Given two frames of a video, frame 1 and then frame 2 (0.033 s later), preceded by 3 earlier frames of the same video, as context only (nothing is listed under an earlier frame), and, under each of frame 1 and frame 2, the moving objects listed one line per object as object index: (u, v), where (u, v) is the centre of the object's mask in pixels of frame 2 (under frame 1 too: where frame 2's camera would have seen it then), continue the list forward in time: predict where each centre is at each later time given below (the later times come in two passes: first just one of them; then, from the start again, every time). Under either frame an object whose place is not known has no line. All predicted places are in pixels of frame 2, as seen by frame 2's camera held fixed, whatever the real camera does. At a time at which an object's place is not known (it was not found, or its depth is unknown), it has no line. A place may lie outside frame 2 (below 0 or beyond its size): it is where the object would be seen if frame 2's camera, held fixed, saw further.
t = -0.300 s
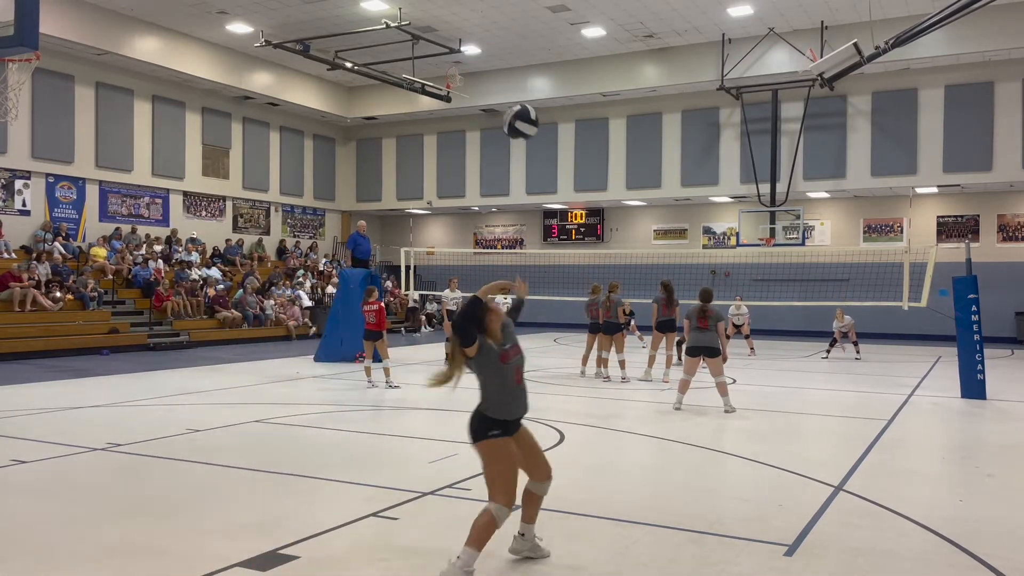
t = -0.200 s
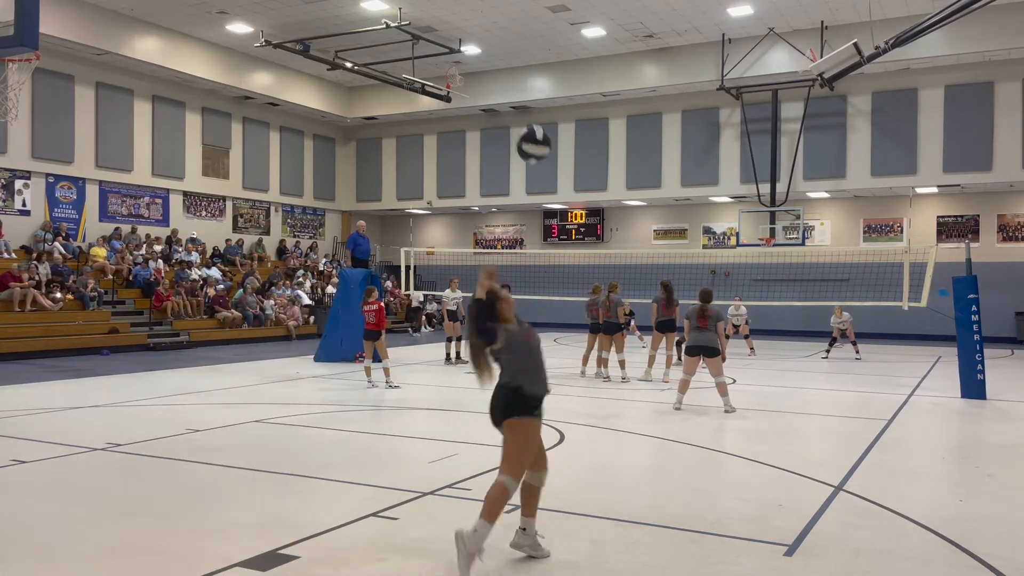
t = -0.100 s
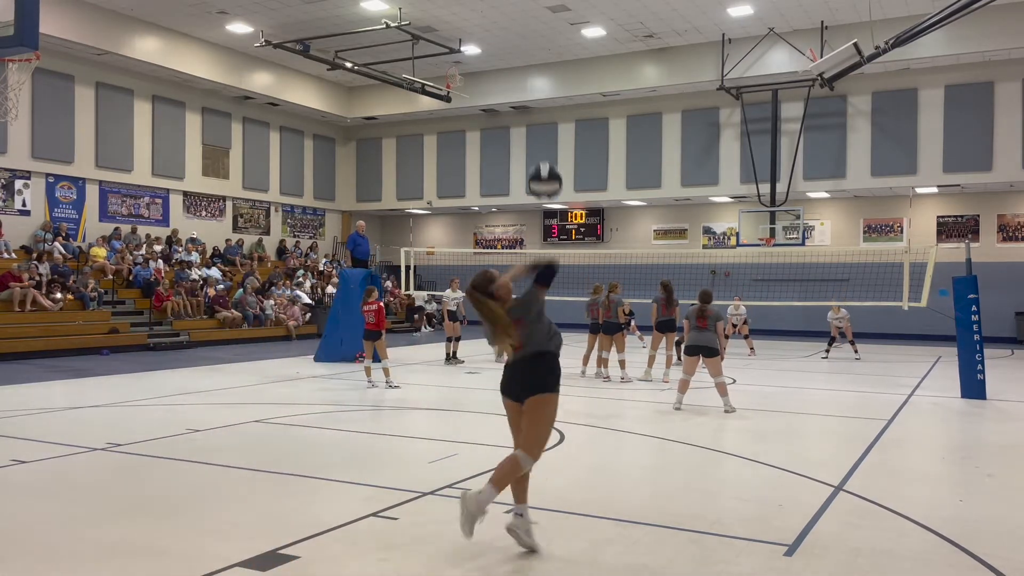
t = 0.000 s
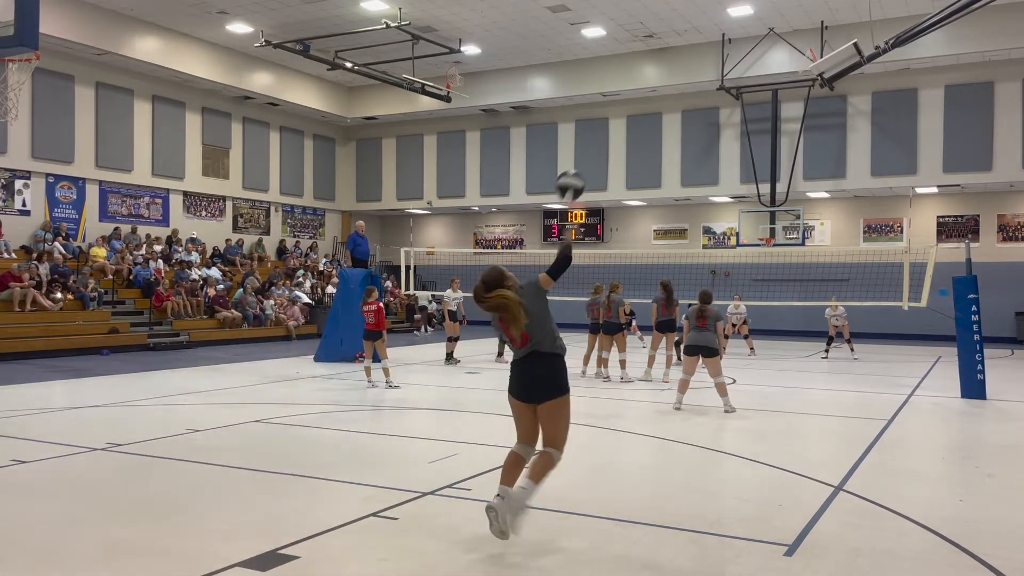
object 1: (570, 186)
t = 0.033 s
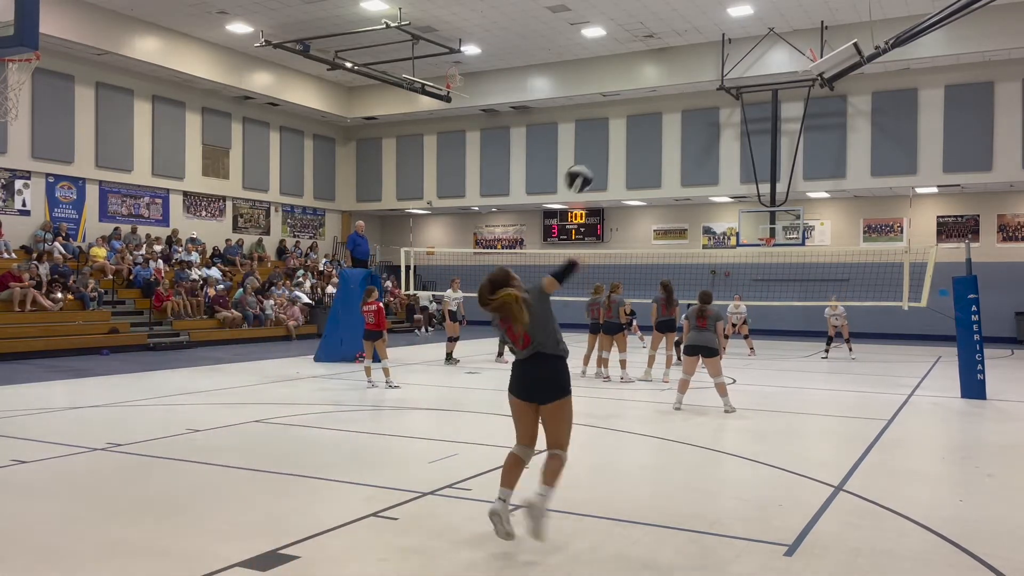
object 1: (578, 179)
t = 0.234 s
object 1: (611, 172)
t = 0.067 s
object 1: (586, 173)
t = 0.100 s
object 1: (592, 170)
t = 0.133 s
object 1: (597, 169)
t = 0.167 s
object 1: (603, 169)
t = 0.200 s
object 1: (607, 170)
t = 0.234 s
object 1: (611, 172)
